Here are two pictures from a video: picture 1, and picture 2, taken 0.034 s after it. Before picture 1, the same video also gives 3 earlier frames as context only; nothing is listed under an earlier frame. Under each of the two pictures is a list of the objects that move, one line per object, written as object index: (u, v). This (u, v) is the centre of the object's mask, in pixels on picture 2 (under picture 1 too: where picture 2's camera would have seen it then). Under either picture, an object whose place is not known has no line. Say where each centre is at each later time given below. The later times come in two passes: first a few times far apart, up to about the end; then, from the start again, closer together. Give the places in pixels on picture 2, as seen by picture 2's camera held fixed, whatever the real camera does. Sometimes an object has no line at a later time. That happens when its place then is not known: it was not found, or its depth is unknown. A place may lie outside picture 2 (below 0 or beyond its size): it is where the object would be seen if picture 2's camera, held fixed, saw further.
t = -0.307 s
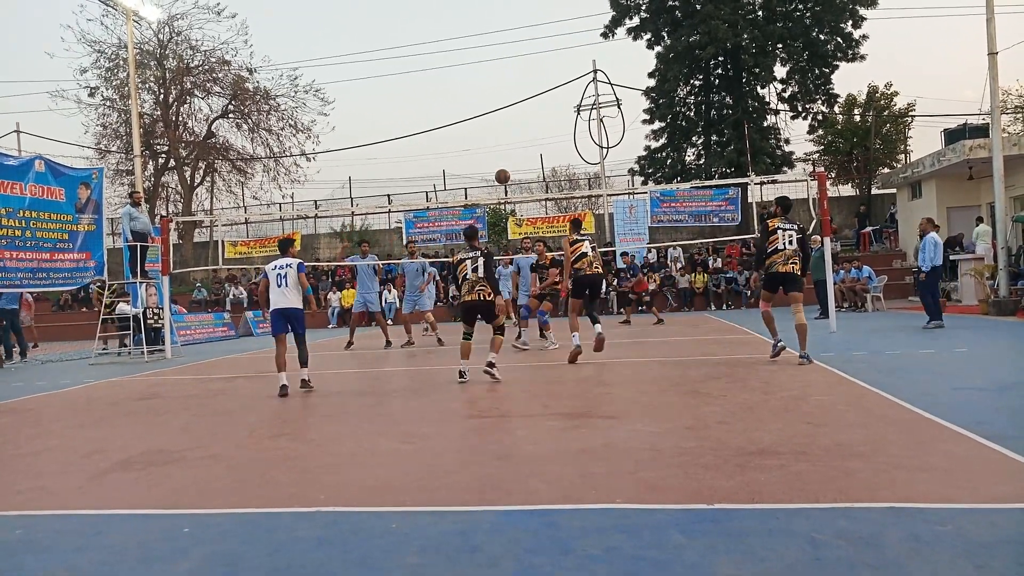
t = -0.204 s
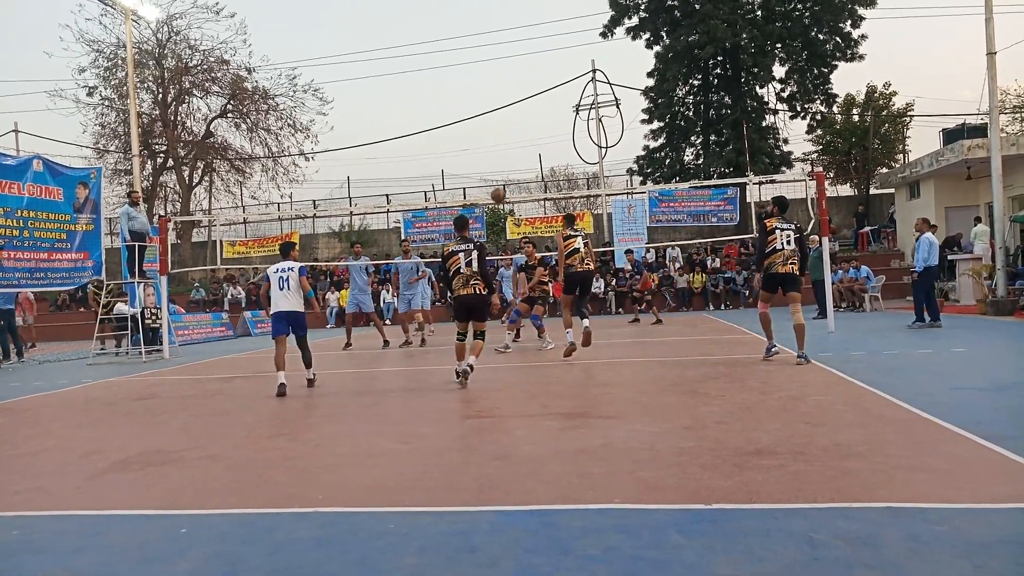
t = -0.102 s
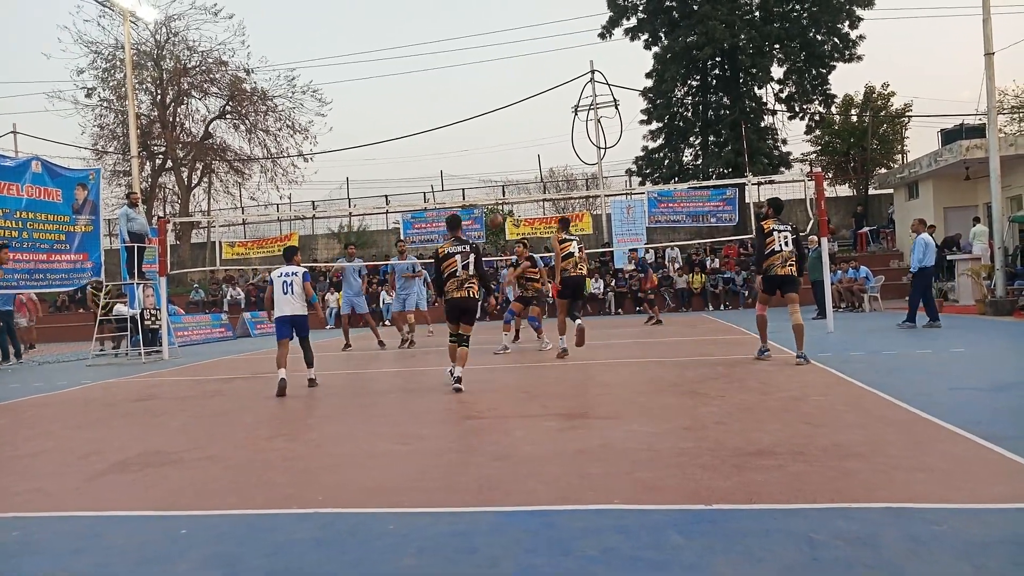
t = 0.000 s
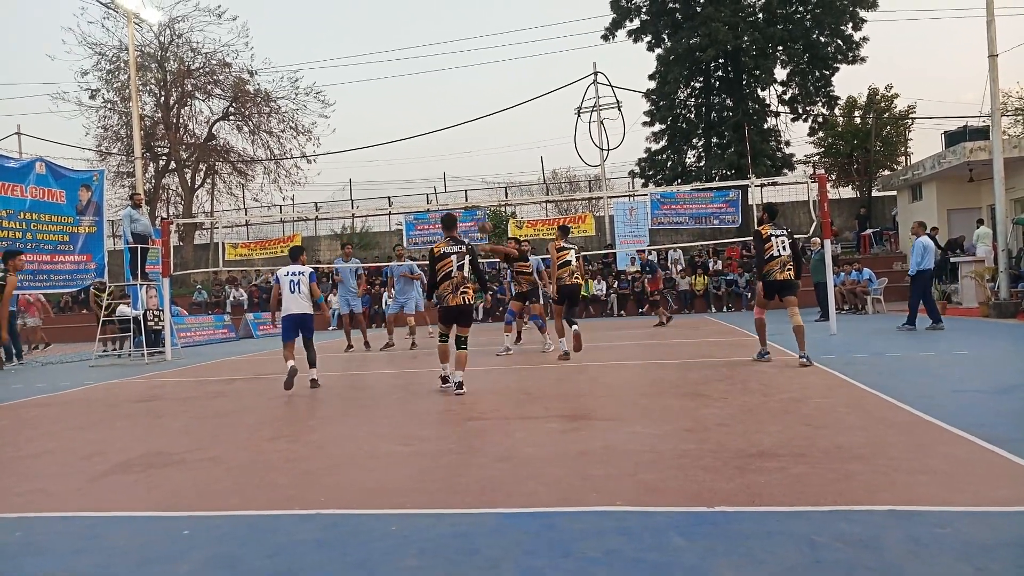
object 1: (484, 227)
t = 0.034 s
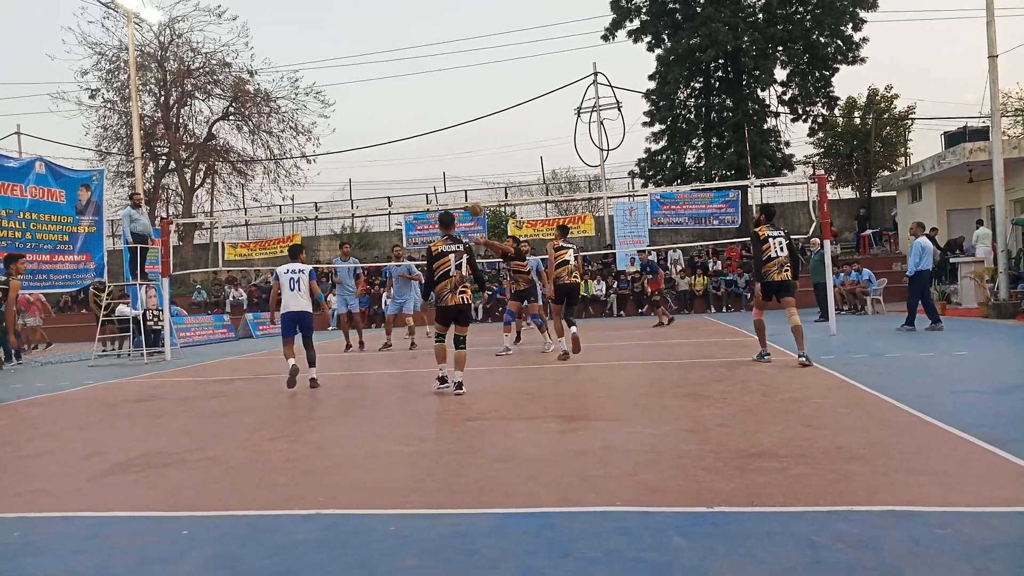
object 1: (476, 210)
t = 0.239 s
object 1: (428, 123)
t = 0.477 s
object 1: (378, 59)
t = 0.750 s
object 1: (325, 33)
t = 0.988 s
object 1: (281, 50)
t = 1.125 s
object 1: (258, 76)
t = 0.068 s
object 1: (467, 194)
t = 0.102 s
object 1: (459, 178)
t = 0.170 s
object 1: (443, 149)
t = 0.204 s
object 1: (436, 136)
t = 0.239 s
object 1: (428, 123)
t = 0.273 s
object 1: (421, 112)
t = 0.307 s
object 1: (413, 101)
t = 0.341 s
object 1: (406, 91)
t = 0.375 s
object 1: (399, 82)
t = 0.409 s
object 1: (392, 74)
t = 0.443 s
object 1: (385, 66)
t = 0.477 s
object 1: (378, 59)
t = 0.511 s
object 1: (371, 53)
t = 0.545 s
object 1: (364, 48)
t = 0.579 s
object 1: (358, 44)
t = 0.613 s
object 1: (351, 40)
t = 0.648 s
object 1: (344, 37)
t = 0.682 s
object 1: (338, 35)
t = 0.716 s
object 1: (331, 34)
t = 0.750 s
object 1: (325, 33)
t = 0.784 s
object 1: (318, 33)
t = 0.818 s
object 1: (312, 34)
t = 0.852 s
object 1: (305, 36)
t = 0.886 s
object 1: (300, 38)
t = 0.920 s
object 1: (293, 42)
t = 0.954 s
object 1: (287, 46)
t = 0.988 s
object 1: (281, 50)
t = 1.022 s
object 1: (275, 55)
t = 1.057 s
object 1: (269, 62)
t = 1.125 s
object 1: (258, 76)
